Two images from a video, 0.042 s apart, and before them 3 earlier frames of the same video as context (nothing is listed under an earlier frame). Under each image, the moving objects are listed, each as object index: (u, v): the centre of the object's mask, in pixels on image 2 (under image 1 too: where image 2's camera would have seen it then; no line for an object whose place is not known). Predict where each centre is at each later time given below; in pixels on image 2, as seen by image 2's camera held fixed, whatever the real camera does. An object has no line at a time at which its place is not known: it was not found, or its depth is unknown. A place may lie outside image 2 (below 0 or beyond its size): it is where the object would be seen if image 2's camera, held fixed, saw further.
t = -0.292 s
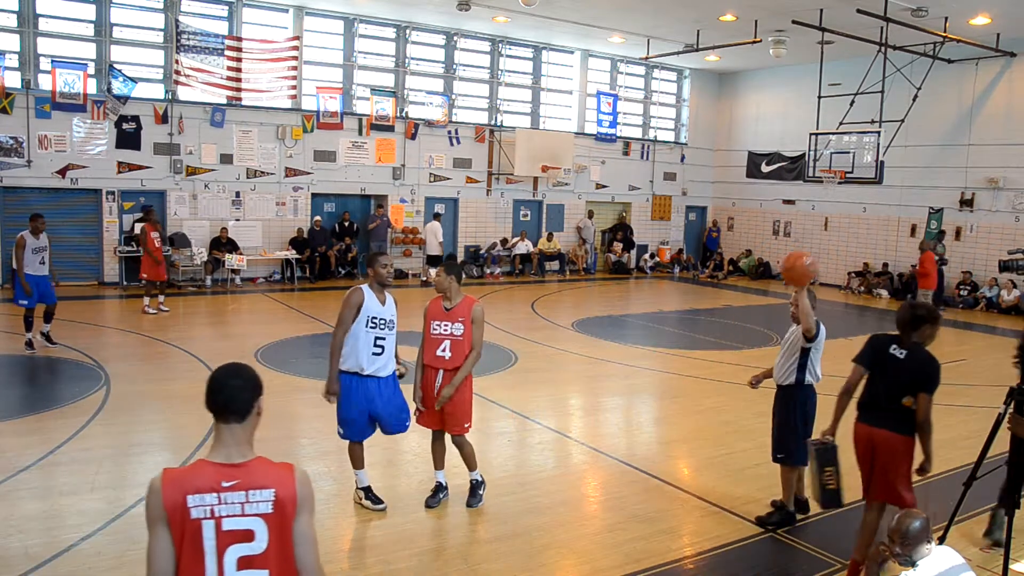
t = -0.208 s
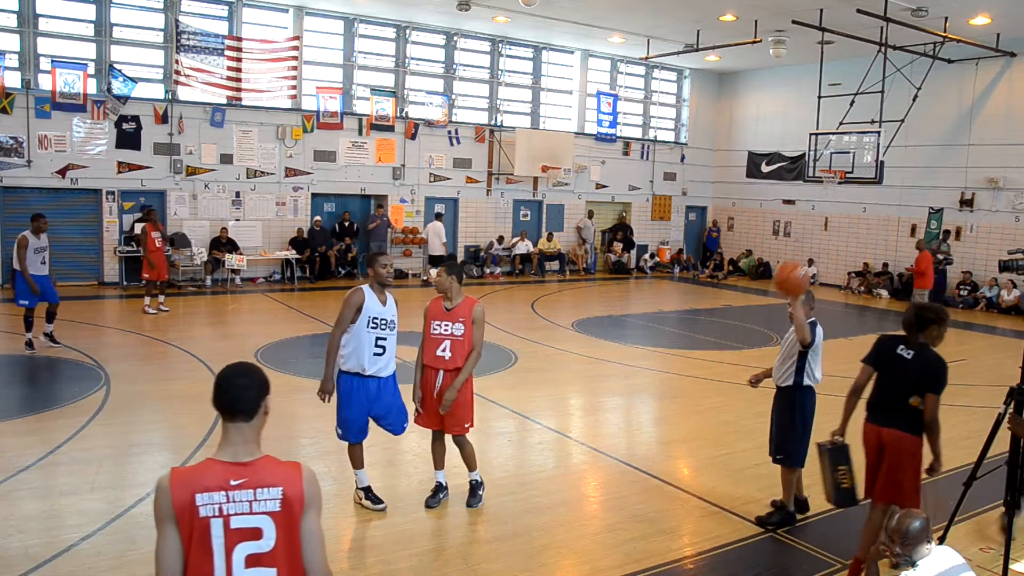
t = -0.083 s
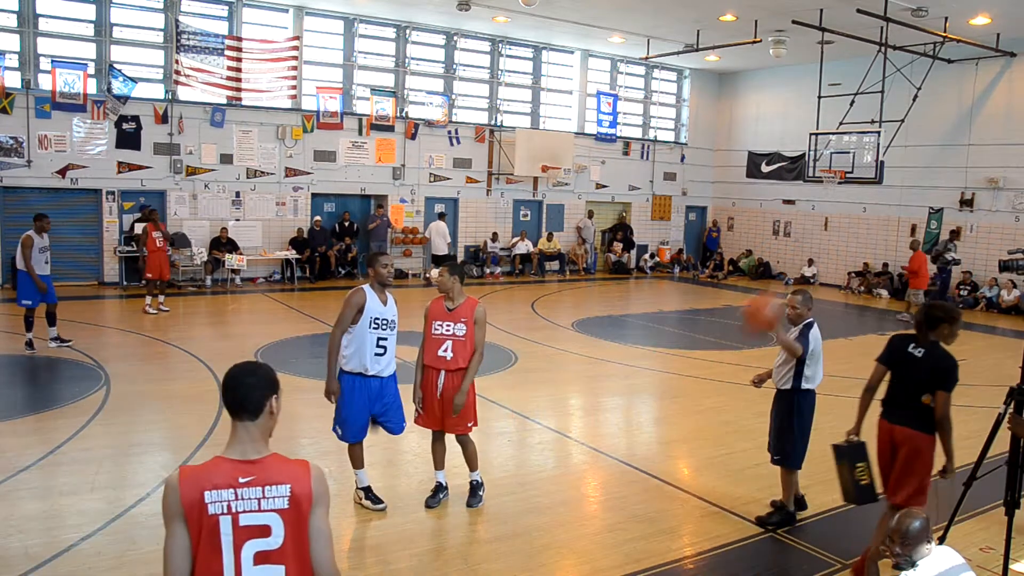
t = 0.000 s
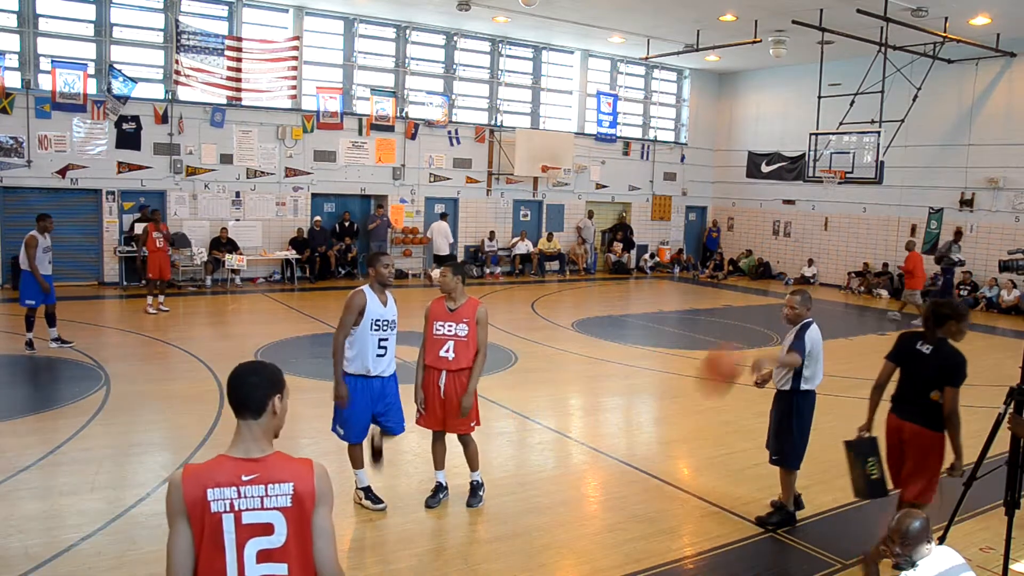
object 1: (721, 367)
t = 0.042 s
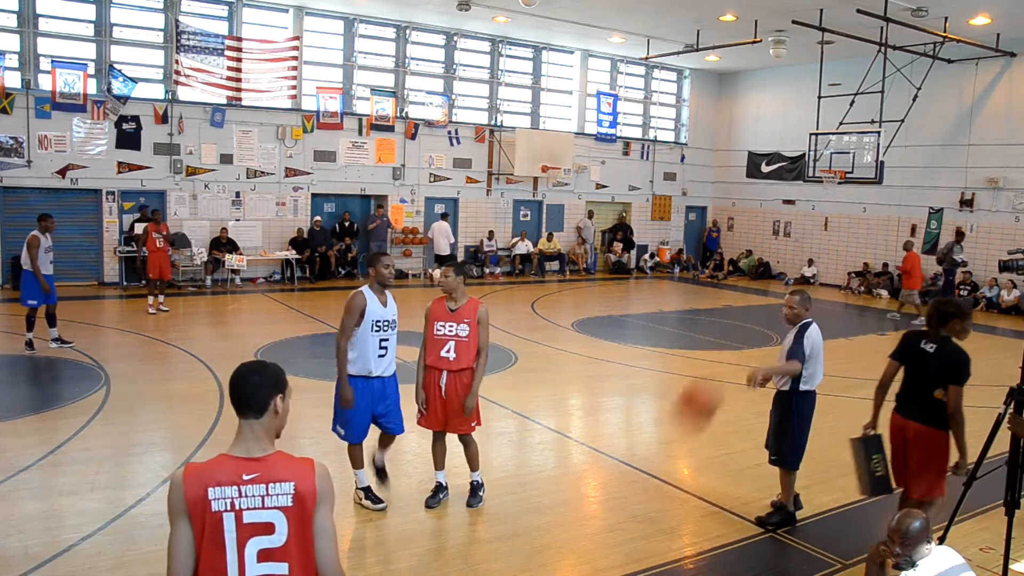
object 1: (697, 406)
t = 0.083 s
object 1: (674, 441)
